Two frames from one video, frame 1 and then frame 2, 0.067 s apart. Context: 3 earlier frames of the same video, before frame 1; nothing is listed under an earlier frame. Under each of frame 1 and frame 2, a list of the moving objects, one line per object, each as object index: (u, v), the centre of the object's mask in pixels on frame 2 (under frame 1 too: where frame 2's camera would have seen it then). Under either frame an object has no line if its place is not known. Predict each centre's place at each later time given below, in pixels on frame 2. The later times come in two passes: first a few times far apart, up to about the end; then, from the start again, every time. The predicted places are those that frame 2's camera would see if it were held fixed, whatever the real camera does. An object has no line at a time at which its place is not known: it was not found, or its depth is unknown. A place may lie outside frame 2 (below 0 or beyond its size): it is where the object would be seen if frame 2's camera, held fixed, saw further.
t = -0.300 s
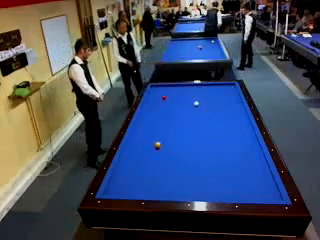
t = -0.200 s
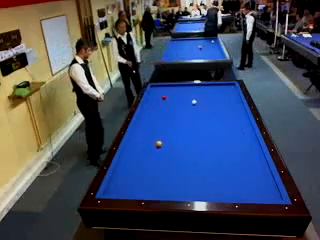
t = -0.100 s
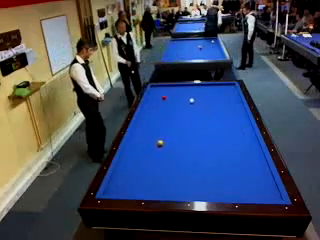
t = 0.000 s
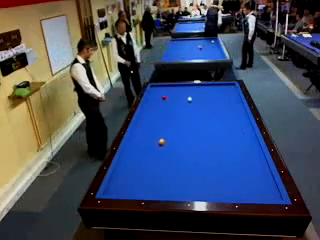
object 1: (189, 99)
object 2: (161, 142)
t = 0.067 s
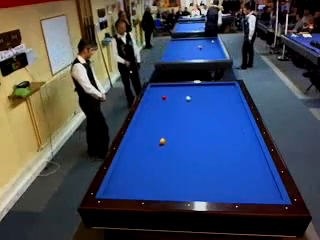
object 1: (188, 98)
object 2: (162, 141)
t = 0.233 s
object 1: (184, 96)
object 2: (164, 140)
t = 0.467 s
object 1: (179, 93)
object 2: (166, 138)
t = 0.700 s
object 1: (176, 91)
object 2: (168, 136)
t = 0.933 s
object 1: (172, 88)
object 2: (170, 135)
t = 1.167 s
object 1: (168, 86)
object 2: (172, 133)
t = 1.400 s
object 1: (165, 85)
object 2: (173, 132)
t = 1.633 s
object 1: (161, 86)
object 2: (175, 130)
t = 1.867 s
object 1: (156, 88)
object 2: (176, 129)
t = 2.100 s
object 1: (152, 89)
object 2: (178, 128)
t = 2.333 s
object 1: (150, 90)
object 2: (178, 127)
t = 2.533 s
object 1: (152, 92)
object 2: (180, 126)
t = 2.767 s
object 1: (153, 92)
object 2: (180, 126)
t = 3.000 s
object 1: (155, 93)
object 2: (181, 125)
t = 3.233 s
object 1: (157, 94)
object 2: (182, 125)
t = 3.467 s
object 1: (158, 96)
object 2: (182, 124)
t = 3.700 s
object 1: (159, 96)
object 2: (183, 124)
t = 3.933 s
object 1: (160, 98)
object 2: (183, 123)
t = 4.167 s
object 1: (160, 98)
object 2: (184, 123)
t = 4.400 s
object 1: (160, 99)
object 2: (184, 123)
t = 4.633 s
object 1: (160, 100)
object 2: (183, 122)
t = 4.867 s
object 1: (160, 100)
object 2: (183, 122)
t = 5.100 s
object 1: (161, 101)
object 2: (184, 122)
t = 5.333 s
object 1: (161, 102)
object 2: (184, 122)
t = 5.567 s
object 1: (161, 102)
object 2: (184, 122)
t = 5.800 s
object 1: (161, 103)
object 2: (184, 122)
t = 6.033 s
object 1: (161, 103)
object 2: (184, 122)
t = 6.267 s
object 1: (162, 104)
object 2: (184, 122)
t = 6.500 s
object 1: (162, 104)
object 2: (184, 122)
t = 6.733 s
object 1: (162, 104)
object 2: (184, 122)
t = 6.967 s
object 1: (162, 105)
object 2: (184, 122)
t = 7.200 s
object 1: (162, 105)
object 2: (184, 122)
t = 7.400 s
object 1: (162, 105)
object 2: (184, 122)
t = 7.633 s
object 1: (162, 105)
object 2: (184, 122)
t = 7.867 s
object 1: (162, 105)
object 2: (184, 122)
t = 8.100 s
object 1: (162, 105)
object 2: (184, 122)
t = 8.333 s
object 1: (162, 105)
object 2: (184, 122)
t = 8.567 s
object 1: (162, 105)
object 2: (184, 122)
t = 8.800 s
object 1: (162, 105)
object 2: (184, 122)
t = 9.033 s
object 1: (162, 105)
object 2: (184, 122)
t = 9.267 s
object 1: (162, 105)
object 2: (184, 122)
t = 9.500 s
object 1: (162, 105)
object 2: (184, 122)
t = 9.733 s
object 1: (162, 105)
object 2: (184, 122)
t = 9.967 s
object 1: (162, 105)
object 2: (184, 122)
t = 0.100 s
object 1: (187, 98)
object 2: (162, 141)
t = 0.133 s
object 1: (186, 97)
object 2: (163, 141)
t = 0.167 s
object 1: (186, 97)
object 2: (163, 141)
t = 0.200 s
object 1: (185, 97)
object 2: (163, 140)
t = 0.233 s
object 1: (184, 96)
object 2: (164, 140)
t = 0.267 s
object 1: (184, 96)
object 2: (164, 140)
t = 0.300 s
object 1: (183, 95)
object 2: (164, 139)
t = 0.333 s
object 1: (182, 95)
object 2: (165, 139)
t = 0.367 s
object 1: (182, 94)
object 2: (165, 139)
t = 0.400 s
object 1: (181, 94)
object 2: (165, 139)
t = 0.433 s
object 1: (181, 94)
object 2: (165, 138)
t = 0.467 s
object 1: (179, 93)
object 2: (166, 138)
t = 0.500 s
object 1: (179, 93)
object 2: (166, 138)
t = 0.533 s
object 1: (178, 92)
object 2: (167, 138)
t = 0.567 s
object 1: (178, 92)
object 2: (167, 137)
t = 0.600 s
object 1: (178, 92)
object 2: (167, 137)
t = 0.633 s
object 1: (177, 91)
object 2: (167, 136)
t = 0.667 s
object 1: (176, 91)
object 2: (167, 137)
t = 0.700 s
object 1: (176, 91)
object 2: (168, 136)
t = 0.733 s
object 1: (175, 90)
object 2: (168, 136)
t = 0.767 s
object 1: (175, 90)
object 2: (169, 136)
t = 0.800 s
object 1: (174, 90)
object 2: (169, 136)
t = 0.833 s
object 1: (173, 89)
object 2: (169, 135)
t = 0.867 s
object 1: (173, 89)
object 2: (170, 135)
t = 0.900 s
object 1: (172, 89)
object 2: (170, 135)
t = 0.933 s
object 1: (172, 88)
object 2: (170, 135)
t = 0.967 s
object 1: (171, 88)
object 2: (170, 135)
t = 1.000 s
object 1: (171, 88)
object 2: (170, 134)
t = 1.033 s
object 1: (170, 87)
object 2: (171, 134)
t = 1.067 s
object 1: (170, 87)
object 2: (171, 134)
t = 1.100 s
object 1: (169, 87)
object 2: (171, 133)
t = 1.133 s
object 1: (169, 87)
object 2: (172, 133)
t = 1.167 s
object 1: (168, 86)
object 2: (172, 133)
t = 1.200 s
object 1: (168, 86)
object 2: (172, 133)
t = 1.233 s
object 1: (168, 86)
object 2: (172, 133)
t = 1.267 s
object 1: (167, 85)
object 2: (173, 133)
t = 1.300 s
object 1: (167, 85)
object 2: (173, 133)
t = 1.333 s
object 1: (166, 85)
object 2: (173, 132)
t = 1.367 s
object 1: (165, 85)
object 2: (173, 132)
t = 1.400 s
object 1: (165, 85)
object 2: (173, 132)
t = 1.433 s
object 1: (164, 85)
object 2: (174, 132)
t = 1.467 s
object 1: (163, 85)
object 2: (174, 131)
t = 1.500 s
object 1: (163, 86)
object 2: (174, 131)
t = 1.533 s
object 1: (162, 86)
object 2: (174, 131)
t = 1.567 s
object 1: (162, 86)
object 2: (174, 131)
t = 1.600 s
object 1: (161, 86)
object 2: (175, 131)
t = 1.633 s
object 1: (161, 86)
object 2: (175, 130)
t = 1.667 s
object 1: (160, 87)
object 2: (175, 130)
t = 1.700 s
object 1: (159, 87)
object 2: (175, 130)
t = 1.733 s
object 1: (158, 87)
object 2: (175, 130)
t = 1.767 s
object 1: (158, 87)
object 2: (175, 130)
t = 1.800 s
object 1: (158, 88)
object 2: (176, 130)
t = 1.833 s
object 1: (157, 88)
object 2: (176, 130)
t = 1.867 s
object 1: (156, 88)
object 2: (176, 129)
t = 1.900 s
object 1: (156, 88)
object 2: (176, 129)
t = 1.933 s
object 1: (155, 88)
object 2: (176, 129)
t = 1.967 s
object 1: (154, 88)
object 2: (177, 129)
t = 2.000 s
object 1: (154, 89)
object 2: (177, 129)
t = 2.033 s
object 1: (154, 89)
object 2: (177, 129)
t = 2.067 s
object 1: (153, 89)
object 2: (177, 128)
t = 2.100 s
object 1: (152, 89)
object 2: (178, 128)
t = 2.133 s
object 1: (152, 89)
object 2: (178, 128)
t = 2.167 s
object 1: (151, 90)
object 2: (178, 128)
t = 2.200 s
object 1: (151, 90)
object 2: (178, 128)
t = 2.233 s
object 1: (150, 90)
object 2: (178, 128)
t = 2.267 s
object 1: (150, 90)
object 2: (178, 127)
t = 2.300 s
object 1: (150, 90)
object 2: (178, 127)
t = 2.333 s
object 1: (150, 90)
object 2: (178, 127)
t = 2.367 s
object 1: (151, 91)
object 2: (179, 127)
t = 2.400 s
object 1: (151, 91)
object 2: (179, 127)
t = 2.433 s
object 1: (151, 91)
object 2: (179, 127)
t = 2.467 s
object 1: (151, 91)
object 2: (179, 127)
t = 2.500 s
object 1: (152, 91)
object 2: (179, 127)
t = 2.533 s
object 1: (152, 92)
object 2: (180, 126)
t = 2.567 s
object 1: (152, 92)
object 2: (180, 126)
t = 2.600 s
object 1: (152, 92)
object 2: (180, 126)
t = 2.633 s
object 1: (153, 92)
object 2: (180, 126)
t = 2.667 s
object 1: (153, 92)
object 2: (180, 126)
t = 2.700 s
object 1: (153, 92)
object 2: (180, 126)
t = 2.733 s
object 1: (153, 92)
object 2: (180, 126)
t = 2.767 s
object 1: (153, 92)
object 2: (180, 126)
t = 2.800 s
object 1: (154, 92)
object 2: (180, 126)
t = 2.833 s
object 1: (154, 93)
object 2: (180, 126)
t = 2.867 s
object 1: (154, 93)
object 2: (180, 126)
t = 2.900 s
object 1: (154, 93)
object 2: (181, 125)
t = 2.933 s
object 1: (155, 93)
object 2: (181, 125)
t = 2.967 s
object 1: (155, 93)
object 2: (181, 125)
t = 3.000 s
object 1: (155, 93)
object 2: (181, 125)
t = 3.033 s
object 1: (155, 94)
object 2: (181, 125)
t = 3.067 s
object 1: (156, 94)
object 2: (181, 125)
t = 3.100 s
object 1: (156, 94)
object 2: (181, 125)
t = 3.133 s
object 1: (156, 94)
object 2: (181, 125)
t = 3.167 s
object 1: (156, 94)
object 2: (181, 125)
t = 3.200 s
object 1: (156, 94)
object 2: (182, 124)
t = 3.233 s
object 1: (157, 94)
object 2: (182, 125)
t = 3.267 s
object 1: (157, 95)
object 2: (182, 124)
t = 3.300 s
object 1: (157, 95)
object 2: (182, 124)
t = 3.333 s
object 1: (157, 95)
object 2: (182, 124)
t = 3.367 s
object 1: (157, 95)
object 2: (182, 124)
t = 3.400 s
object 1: (158, 95)
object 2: (182, 124)
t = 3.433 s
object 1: (158, 95)
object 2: (182, 124)
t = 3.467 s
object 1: (158, 96)
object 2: (182, 124)
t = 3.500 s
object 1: (158, 96)
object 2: (182, 124)
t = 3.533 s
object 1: (158, 96)
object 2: (182, 124)
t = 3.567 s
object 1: (158, 96)
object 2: (182, 124)
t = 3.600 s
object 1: (159, 96)
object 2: (183, 124)
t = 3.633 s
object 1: (159, 96)
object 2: (183, 124)
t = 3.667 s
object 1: (159, 96)
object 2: (183, 124)
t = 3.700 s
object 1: (159, 96)
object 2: (183, 124)
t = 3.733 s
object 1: (159, 96)
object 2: (183, 124)
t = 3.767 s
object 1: (159, 97)
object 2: (183, 123)
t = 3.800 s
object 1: (159, 97)
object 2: (183, 123)
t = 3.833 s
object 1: (159, 97)
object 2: (183, 123)
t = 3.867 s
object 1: (159, 97)
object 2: (183, 123)
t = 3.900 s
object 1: (159, 97)
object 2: (183, 123)
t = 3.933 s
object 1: (160, 98)
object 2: (183, 123)
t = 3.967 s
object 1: (160, 97)
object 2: (183, 123)
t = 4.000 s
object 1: (160, 98)
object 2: (184, 123)
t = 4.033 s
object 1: (160, 98)
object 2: (184, 123)
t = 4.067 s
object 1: (160, 98)
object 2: (184, 123)
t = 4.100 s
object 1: (160, 98)
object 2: (184, 123)
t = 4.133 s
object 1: (160, 98)
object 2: (184, 123)
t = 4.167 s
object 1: (160, 98)
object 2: (184, 123)
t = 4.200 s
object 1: (160, 98)
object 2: (184, 122)
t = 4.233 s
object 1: (160, 99)
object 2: (183, 123)
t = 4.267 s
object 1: (160, 99)
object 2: (183, 122)
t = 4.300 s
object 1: (160, 99)
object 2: (183, 122)
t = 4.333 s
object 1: (160, 99)
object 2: (183, 123)
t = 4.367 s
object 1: (160, 99)
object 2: (184, 123)
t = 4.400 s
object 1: (160, 99)
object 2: (184, 123)
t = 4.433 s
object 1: (160, 99)
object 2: (183, 122)
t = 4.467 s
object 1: (160, 99)
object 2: (183, 122)
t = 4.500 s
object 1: (160, 99)
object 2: (183, 122)
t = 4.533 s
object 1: (160, 99)
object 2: (183, 122)
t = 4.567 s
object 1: (160, 100)
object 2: (183, 122)
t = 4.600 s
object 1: (160, 100)
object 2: (183, 122)
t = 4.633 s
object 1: (160, 100)
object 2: (183, 122)
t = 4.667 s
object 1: (160, 100)
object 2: (183, 122)
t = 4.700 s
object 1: (160, 100)
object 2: (183, 122)
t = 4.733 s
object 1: (160, 100)
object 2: (183, 122)
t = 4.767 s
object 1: (160, 100)
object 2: (183, 122)
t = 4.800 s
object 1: (160, 100)
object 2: (183, 122)
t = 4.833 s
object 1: (160, 100)
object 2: (183, 122)
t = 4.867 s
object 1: (160, 100)
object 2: (183, 122)
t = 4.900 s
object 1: (161, 101)
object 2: (183, 122)
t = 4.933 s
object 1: (161, 101)
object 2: (183, 122)
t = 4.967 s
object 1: (161, 101)
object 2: (184, 122)
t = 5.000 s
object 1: (161, 101)
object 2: (184, 122)
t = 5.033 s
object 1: (161, 101)
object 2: (184, 122)
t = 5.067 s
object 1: (161, 101)
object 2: (184, 122)
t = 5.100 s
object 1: (161, 101)
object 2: (184, 122)
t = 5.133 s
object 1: (161, 101)
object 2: (184, 122)
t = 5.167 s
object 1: (161, 101)
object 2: (184, 122)
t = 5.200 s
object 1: (161, 101)
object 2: (184, 122)
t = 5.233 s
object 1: (161, 102)
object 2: (184, 122)
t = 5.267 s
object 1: (161, 102)
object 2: (184, 122)
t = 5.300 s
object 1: (161, 102)
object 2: (184, 122)
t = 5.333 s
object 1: (161, 102)
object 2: (184, 122)
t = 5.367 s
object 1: (161, 102)
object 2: (184, 122)
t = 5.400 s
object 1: (161, 102)
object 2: (184, 122)
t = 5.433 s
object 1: (161, 102)
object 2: (184, 122)
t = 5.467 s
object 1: (161, 102)
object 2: (184, 122)
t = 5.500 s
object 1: (161, 102)
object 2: (184, 122)
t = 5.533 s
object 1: (161, 102)
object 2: (184, 122)
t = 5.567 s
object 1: (161, 102)
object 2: (184, 122)
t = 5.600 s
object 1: (161, 102)
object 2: (184, 122)
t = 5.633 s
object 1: (161, 102)
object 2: (184, 122)
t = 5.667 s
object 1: (161, 102)
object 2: (184, 122)
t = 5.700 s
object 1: (161, 103)
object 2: (184, 122)
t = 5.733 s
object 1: (161, 103)
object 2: (184, 122)
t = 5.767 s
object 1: (161, 103)
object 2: (184, 122)
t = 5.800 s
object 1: (161, 103)
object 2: (184, 122)
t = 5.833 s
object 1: (161, 103)
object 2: (184, 122)
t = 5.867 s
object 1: (161, 103)
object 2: (184, 122)
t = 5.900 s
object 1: (161, 103)
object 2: (184, 122)
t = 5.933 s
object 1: (161, 103)
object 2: (184, 122)
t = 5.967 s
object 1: (161, 103)
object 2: (184, 122)
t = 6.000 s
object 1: (161, 103)
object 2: (184, 122)
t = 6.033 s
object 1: (161, 103)
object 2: (184, 122)
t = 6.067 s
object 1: (161, 103)
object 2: (184, 122)
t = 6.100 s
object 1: (161, 104)
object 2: (184, 122)
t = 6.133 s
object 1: (161, 104)
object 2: (184, 122)
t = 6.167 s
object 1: (162, 104)
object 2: (184, 122)
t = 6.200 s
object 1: (162, 104)
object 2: (184, 122)
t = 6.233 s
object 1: (162, 104)
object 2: (184, 122)
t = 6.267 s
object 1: (162, 104)
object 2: (184, 122)
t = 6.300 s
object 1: (162, 104)
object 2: (184, 122)
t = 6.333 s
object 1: (162, 104)
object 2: (184, 122)
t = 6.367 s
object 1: (162, 104)
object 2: (184, 122)
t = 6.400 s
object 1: (162, 104)
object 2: (184, 122)
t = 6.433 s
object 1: (162, 104)
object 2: (184, 122)
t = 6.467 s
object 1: (162, 104)
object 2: (184, 122)
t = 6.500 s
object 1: (162, 104)
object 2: (184, 122)
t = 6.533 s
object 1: (162, 104)
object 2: (184, 122)
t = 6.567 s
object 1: (162, 104)
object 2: (184, 122)
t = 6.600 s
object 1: (162, 104)
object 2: (184, 122)
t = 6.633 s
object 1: (162, 104)
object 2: (184, 122)
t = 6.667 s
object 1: (162, 104)
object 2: (184, 122)
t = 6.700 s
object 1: (162, 104)
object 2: (184, 122)
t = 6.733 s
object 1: (162, 104)
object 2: (184, 122)
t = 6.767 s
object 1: (162, 104)
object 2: (184, 122)
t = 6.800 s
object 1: (162, 104)
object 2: (184, 122)
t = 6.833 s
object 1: (162, 104)
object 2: (184, 122)
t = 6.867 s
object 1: (162, 104)
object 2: (184, 122)
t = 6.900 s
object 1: (162, 105)
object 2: (184, 122)
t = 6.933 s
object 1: (162, 105)
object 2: (184, 122)
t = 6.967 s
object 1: (162, 105)
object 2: (184, 122)
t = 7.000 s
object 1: (162, 105)
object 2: (184, 122)
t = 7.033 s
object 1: (162, 105)
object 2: (184, 122)
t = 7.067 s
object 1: (162, 105)
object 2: (184, 122)
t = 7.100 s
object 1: (162, 105)
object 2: (184, 122)
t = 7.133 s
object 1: (162, 105)
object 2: (184, 122)
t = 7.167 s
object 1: (162, 105)
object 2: (184, 122)
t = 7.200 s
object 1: (162, 105)
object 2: (184, 122)
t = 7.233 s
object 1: (162, 105)
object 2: (184, 122)
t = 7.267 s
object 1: (162, 105)
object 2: (184, 122)
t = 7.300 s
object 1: (162, 105)
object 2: (184, 122)
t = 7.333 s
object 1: (162, 105)
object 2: (184, 122)
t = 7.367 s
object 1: (162, 105)
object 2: (184, 122)
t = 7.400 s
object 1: (162, 105)
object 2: (184, 122)
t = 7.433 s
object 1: (162, 105)
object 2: (184, 122)
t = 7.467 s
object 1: (162, 105)
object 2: (184, 122)
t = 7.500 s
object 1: (162, 105)
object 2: (184, 122)
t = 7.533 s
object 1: (162, 105)
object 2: (184, 122)
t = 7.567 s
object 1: (162, 105)
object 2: (184, 122)
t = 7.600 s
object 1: (162, 105)
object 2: (184, 122)
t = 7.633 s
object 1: (162, 105)
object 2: (184, 122)
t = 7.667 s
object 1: (162, 105)
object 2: (184, 122)
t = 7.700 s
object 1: (162, 105)
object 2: (184, 122)
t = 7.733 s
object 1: (162, 105)
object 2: (184, 122)
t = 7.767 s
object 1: (162, 105)
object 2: (184, 122)
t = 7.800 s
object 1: (162, 105)
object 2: (184, 122)
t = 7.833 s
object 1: (162, 105)
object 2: (184, 122)
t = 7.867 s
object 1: (162, 105)
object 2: (184, 122)
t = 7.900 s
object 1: (162, 105)
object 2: (184, 122)
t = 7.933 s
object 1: (162, 105)
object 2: (184, 122)
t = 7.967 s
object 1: (162, 105)
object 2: (184, 122)
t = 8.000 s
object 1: (162, 105)
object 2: (184, 122)
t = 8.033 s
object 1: (162, 105)
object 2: (184, 122)
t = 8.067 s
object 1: (162, 105)
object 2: (184, 122)
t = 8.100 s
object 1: (162, 105)
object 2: (184, 122)
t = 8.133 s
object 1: (162, 105)
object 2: (184, 122)
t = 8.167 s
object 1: (162, 105)
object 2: (184, 122)
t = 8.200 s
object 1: (162, 105)
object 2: (184, 122)
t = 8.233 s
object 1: (162, 105)
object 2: (184, 122)
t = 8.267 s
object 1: (162, 105)
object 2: (184, 122)
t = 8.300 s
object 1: (162, 105)
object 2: (184, 122)
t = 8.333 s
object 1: (162, 105)
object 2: (184, 122)
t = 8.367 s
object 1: (162, 105)
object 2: (184, 122)
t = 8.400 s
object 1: (162, 105)
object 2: (184, 122)
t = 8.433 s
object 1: (162, 105)
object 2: (184, 122)
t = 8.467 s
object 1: (162, 105)
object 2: (184, 122)
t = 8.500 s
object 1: (162, 105)
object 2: (184, 122)
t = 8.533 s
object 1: (162, 105)
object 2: (184, 122)
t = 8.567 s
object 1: (162, 105)
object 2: (184, 122)
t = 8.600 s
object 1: (162, 105)
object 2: (184, 122)
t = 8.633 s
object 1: (162, 105)
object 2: (184, 122)
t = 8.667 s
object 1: (162, 105)
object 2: (184, 122)
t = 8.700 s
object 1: (162, 105)
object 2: (184, 122)
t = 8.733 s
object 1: (162, 105)
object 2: (184, 122)
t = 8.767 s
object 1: (162, 105)
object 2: (184, 122)
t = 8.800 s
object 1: (162, 105)
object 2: (184, 122)
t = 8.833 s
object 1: (162, 105)
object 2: (184, 122)
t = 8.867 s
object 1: (162, 105)
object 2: (184, 122)
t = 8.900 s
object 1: (162, 105)
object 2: (184, 122)
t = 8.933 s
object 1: (162, 105)
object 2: (184, 122)
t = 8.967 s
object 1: (162, 105)
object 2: (184, 122)
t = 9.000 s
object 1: (162, 105)
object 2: (184, 122)
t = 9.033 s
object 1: (162, 105)
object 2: (184, 122)
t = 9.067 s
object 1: (162, 105)
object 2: (184, 122)
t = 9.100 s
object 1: (162, 105)
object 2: (184, 122)
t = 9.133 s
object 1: (162, 105)
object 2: (184, 122)
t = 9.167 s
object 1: (162, 105)
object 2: (184, 122)
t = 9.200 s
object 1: (162, 105)
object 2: (184, 122)
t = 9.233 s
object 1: (162, 105)
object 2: (184, 122)
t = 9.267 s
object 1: (162, 105)
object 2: (184, 122)
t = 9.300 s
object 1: (162, 105)
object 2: (184, 122)
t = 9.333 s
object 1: (162, 105)
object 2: (184, 122)
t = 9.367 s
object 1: (162, 105)
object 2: (184, 122)
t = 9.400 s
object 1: (162, 105)
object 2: (184, 122)
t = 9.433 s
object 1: (162, 105)
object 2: (184, 122)
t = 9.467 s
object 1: (162, 105)
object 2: (184, 122)
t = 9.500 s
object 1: (162, 105)
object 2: (184, 122)
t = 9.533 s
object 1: (162, 105)
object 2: (184, 122)
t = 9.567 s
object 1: (162, 105)
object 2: (184, 122)
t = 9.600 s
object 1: (162, 105)
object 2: (184, 122)
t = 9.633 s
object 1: (162, 105)
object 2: (184, 122)
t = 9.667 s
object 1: (162, 105)
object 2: (184, 122)
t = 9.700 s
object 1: (162, 105)
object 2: (184, 122)
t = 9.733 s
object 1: (162, 105)
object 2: (184, 122)
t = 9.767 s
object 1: (162, 105)
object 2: (184, 122)
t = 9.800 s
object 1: (162, 105)
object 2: (184, 122)
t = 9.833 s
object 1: (162, 105)
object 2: (184, 122)
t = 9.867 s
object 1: (162, 105)
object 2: (184, 122)
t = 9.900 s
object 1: (162, 105)
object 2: (184, 122)
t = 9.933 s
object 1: (162, 105)
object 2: (184, 122)
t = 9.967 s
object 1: (162, 105)
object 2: (184, 122)
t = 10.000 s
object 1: (162, 105)
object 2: (184, 122)
